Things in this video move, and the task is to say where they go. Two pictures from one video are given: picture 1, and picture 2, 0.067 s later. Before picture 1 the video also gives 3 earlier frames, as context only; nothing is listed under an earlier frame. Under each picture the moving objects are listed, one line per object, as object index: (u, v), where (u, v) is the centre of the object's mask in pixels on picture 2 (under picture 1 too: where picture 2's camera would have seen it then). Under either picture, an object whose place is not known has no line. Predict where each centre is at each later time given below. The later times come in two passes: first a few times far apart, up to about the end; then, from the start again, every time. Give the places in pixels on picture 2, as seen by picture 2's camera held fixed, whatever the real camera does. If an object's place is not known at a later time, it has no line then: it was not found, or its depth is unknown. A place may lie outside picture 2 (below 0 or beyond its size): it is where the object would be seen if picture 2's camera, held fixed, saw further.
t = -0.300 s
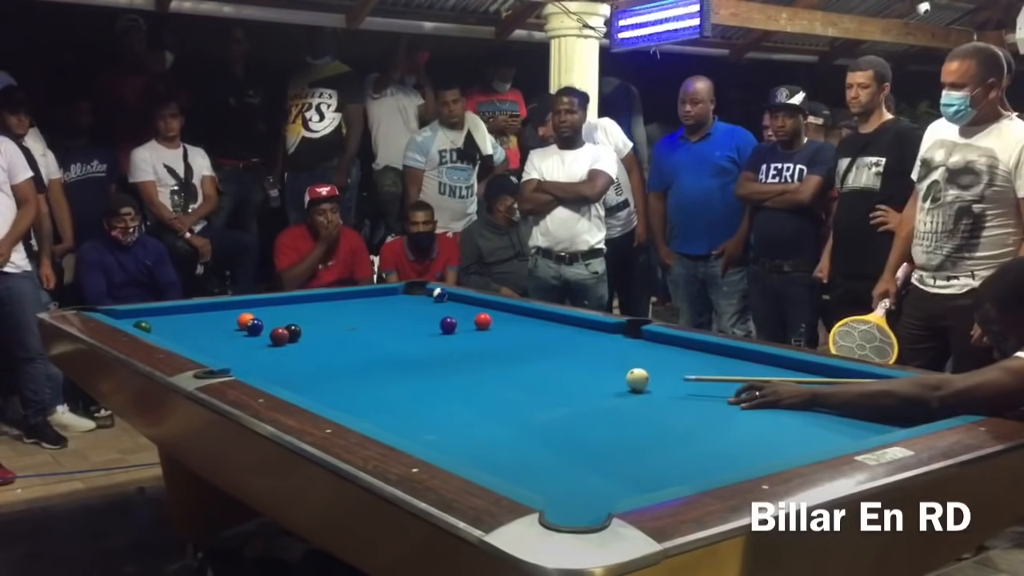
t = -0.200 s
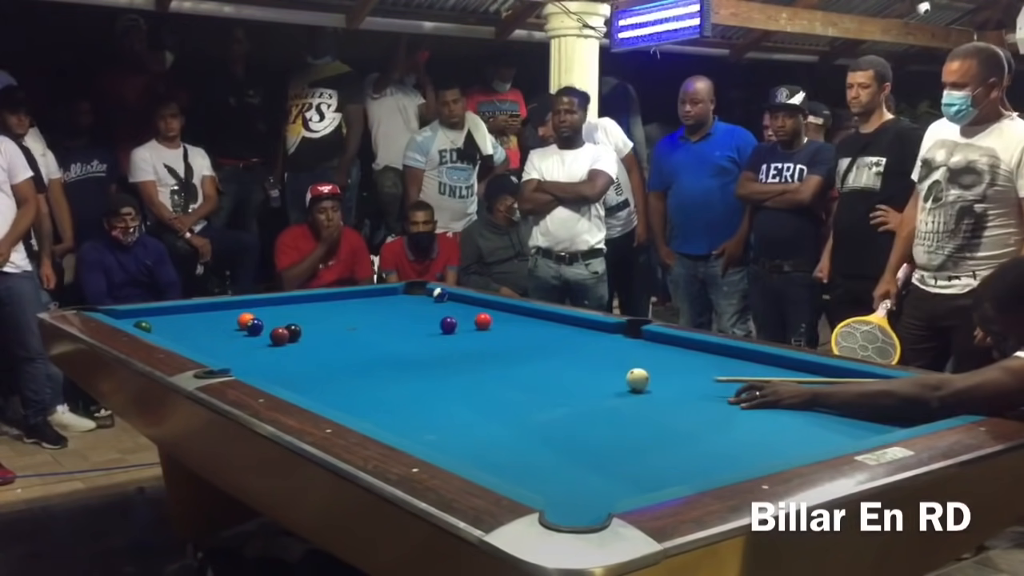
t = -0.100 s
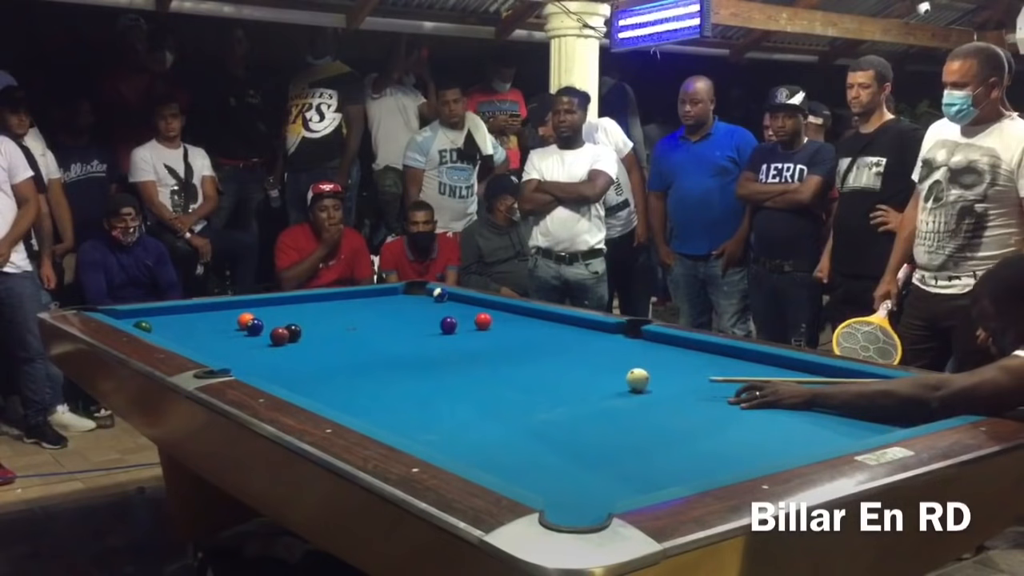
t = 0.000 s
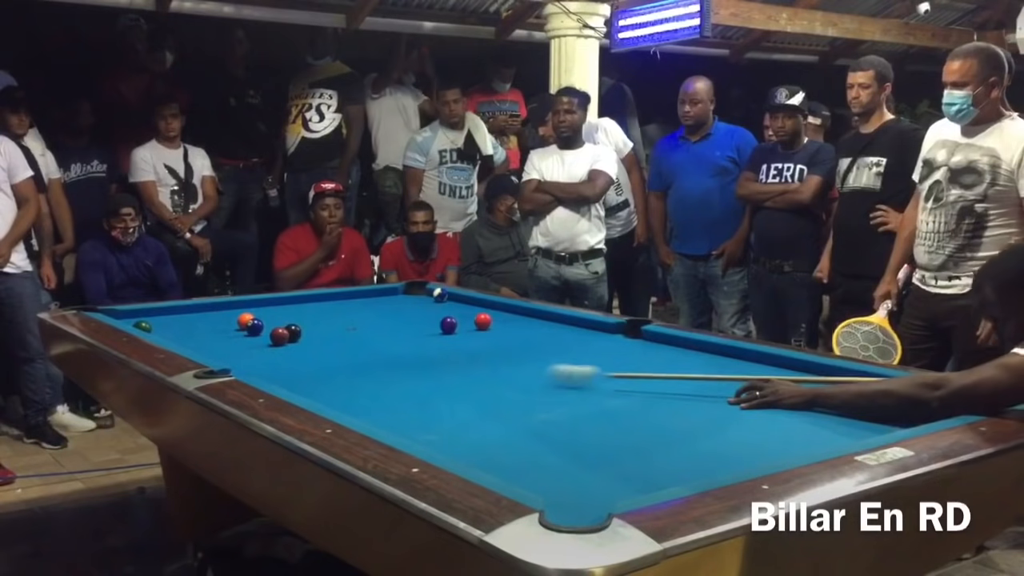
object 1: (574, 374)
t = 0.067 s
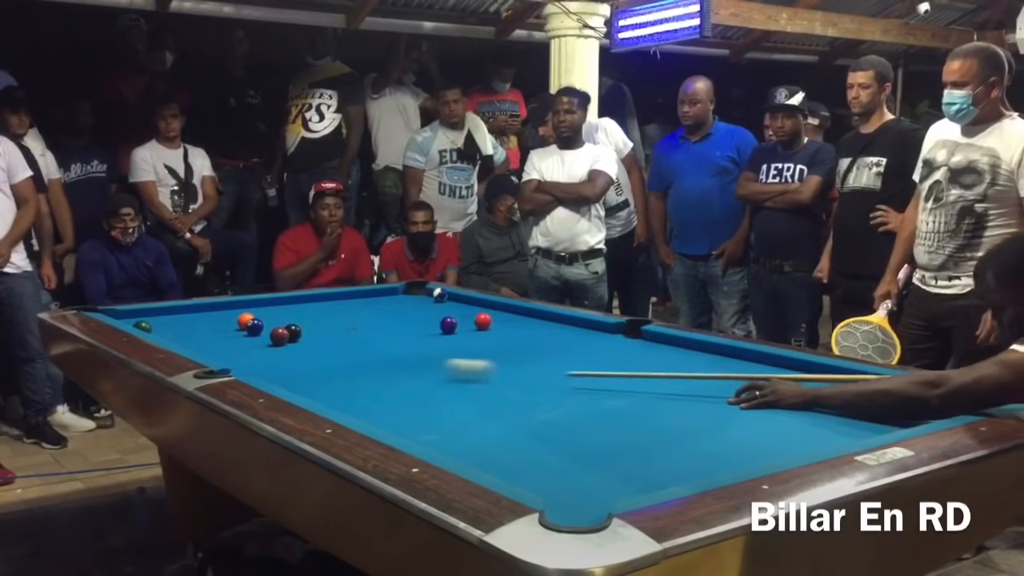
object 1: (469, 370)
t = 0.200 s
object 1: (290, 359)
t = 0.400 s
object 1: (231, 337)
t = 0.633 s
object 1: (216, 323)
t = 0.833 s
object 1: (194, 314)
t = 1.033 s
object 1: (185, 308)
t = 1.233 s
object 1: (231, 309)
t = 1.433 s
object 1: (276, 311)
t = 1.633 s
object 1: (320, 312)
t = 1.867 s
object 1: (370, 313)
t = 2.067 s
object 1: (412, 314)
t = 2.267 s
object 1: (454, 313)
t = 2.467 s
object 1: (496, 316)
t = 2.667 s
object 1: (535, 318)
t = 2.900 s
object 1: (564, 320)
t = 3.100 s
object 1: (562, 324)
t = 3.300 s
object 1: (559, 328)
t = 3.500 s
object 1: (556, 332)
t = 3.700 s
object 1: (553, 335)
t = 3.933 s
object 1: (549, 339)
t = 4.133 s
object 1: (546, 343)
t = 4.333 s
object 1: (543, 346)
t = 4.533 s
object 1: (540, 349)
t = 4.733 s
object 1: (537, 352)
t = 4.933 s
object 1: (534, 355)
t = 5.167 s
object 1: (531, 358)
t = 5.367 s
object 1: (528, 361)
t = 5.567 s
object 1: (525, 363)
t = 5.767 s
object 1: (522, 365)
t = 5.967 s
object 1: (520, 366)
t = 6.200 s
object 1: (518, 368)
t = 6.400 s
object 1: (517, 369)
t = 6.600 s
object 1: (516, 370)
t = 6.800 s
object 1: (516, 370)
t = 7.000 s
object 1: (516, 370)
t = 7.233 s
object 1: (516, 370)
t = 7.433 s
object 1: (516, 370)
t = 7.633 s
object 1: (516, 370)
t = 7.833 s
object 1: (516, 370)
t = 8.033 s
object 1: (516, 370)
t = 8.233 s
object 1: (516, 370)
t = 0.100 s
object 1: (421, 367)
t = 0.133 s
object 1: (374, 364)
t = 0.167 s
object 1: (331, 361)
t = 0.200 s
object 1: (290, 359)
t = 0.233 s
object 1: (249, 357)
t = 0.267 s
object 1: (212, 351)
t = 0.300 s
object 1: (207, 348)
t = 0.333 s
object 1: (216, 345)
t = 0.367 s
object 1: (224, 341)
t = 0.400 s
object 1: (231, 337)
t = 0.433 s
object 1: (236, 333)
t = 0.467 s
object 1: (240, 330)
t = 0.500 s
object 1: (236, 328)
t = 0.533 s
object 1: (229, 327)
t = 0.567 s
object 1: (224, 326)
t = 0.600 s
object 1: (219, 324)
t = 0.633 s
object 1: (216, 323)
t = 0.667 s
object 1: (212, 322)
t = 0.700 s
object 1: (208, 320)
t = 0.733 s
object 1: (205, 319)
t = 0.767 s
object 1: (201, 317)
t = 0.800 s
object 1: (197, 316)
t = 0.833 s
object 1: (194, 314)
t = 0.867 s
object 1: (191, 313)
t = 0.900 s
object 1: (187, 312)
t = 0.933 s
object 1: (184, 311)
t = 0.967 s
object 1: (181, 310)
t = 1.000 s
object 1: (179, 309)
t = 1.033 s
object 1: (185, 308)
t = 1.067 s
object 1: (193, 308)
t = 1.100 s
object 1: (200, 309)
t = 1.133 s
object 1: (208, 309)
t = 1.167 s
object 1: (216, 309)
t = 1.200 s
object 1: (223, 309)
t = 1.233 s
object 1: (231, 309)
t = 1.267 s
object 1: (238, 309)
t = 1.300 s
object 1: (246, 308)
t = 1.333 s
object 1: (254, 309)
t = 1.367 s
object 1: (261, 310)
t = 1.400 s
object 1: (268, 311)
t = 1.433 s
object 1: (276, 311)
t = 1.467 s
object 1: (283, 311)
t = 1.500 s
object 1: (290, 311)
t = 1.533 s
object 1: (297, 311)
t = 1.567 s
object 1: (305, 312)
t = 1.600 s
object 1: (312, 312)
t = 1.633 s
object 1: (320, 312)
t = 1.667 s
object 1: (327, 312)
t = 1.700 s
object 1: (334, 312)
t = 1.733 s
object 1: (341, 313)
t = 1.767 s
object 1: (348, 313)
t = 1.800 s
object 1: (355, 313)
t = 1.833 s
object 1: (363, 313)
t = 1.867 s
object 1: (370, 313)
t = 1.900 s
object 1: (377, 314)
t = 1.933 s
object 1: (384, 314)
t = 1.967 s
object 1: (391, 314)
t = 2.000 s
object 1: (398, 314)
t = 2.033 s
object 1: (405, 314)
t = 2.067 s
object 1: (412, 314)
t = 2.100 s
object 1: (419, 315)
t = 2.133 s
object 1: (426, 315)
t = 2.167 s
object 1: (433, 315)
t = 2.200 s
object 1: (439, 314)
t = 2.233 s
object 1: (447, 313)
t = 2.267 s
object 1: (454, 313)
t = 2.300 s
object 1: (462, 315)
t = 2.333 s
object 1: (468, 316)
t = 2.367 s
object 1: (473, 315)
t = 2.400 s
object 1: (479, 312)
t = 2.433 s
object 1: (491, 314)
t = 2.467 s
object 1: (496, 316)
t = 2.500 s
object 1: (502, 317)
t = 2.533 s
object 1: (508, 317)
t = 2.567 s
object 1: (515, 317)
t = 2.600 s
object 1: (522, 317)
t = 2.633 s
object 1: (529, 317)
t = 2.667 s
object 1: (535, 318)
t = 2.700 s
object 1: (541, 318)
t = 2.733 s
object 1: (548, 318)
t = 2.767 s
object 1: (555, 318)
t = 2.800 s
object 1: (562, 318)
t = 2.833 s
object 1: (565, 319)
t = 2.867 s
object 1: (564, 320)
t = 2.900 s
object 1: (564, 320)
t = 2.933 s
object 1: (564, 321)
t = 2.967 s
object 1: (563, 321)
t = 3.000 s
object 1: (563, 322)
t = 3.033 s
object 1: (563, 323)
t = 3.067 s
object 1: (562, 323)
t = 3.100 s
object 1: (562, 324)
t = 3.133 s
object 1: (561, 325)
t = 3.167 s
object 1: (561, 325)
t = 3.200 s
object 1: (560, 326)
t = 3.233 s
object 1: (560, 327)
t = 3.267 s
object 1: (560, 327)
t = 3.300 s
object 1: (559, 328)
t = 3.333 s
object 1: (558, 329)
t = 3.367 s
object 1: (558, 329)
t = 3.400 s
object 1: (558, 330)
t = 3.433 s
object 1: (557, 331)
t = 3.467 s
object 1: (556, 331)
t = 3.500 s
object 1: (556, 332)
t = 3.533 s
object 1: (555, 332)
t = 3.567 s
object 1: (555, 333)
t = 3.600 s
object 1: (554, 333)
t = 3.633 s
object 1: (554, 334)
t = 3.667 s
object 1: (554, 335)
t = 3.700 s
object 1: (553, 335)
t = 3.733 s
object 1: (553, 336)
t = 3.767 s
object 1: (552, 337)
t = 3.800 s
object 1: (551, 337)
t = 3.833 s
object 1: (551, 337)
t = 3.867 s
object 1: (550, 338)
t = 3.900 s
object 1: (550, 339)
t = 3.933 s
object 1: (549, 339)
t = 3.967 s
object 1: (549, 340)
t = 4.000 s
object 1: (548, 341)
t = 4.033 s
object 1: (548, 341)
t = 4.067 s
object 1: (547, 342)
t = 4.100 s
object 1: (547, 342)
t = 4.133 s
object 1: (546, 343)
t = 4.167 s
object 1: (546, 343)
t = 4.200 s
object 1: (545, 344)
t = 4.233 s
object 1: (545, 345)
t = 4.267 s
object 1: (544, 345)
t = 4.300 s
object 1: (544, 346)
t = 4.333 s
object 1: (543, 346)
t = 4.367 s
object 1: (543, 347)
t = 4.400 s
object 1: (542, 347)
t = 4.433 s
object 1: (542, 348)
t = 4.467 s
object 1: (541, 348)
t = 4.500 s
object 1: (541, 349)
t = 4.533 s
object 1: (540, 349)
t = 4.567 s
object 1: (540, 350)
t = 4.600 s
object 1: (539, 350)
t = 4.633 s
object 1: (538, 351)
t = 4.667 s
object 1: (538, 351)
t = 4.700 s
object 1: (538, 352)
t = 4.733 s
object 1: (537, 352)
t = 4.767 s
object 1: (537, 353)
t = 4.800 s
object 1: (536, 353)
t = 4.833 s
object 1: (535, 354)
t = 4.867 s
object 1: (535, 354)
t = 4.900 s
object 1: (534, 355)
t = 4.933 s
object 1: (534, 355)
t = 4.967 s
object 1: (534, 356)
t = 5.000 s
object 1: (533, 356)
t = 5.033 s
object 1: (532, 357)
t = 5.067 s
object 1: (532, 357)
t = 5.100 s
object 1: (532, 357)
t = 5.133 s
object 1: (531, 358)
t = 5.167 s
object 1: (531, 358)
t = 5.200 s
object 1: (530, 359)
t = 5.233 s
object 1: (530, 359)
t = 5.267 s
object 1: (529, 359)
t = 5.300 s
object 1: (529, 360)
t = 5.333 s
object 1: (528, 360)
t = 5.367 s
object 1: (528, 361)
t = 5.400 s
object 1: (527, 361)
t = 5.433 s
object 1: (527, 362)
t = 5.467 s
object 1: (526, 362)
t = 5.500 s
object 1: (526, 362)
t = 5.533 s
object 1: (525, 363)
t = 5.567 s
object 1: (525, 363)
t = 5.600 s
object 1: (524, 363)
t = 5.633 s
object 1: (524, 363)
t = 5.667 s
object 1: (524, 364)
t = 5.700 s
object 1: (523, 364)
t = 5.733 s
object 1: (523, 364)
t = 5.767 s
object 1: (522, 365)
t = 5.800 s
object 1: (522, 365)
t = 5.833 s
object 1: (521, 365)
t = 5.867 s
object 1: (521, 365)
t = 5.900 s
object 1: (521, 366)
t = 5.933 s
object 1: (520, 366)
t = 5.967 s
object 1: (520, 366)
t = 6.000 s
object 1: (520, 367)
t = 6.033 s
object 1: (520, 367)
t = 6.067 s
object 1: (519, 367)
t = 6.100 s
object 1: (519, 367)
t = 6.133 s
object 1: (519, 368)
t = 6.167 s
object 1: (518, 368)
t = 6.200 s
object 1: (518, 368)
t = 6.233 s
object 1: (518, 368)
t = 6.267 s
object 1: (518, 369)
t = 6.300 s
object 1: (518, 369)
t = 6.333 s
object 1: (517, 369)
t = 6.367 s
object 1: (517, 369)
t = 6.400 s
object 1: (517, 369)
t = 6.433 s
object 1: (517, 369)
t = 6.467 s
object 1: (517, 369)
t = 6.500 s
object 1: (517, 369)
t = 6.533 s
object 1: (516, 369)
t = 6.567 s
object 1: (516, 370)
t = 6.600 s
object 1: (516, 370)
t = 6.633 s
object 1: (516, 370)
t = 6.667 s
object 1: (516, 370)
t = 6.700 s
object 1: (516, 370)
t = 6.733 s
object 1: (516, 370)
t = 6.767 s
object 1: (516, 370)
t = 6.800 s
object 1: (516, 370)
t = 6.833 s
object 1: (516, 370)
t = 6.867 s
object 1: (516, 370)
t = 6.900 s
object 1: (516, 370)
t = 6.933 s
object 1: (516, 370)
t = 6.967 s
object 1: (516, 370)
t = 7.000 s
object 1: (516, 370)
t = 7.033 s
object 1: (516, 370)
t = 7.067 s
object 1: (516, 370)
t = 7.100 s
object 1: (516, 370)
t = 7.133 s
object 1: (516, 370)
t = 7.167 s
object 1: (516, 370)
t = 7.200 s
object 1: (516, 370)
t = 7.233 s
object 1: (516, 370)
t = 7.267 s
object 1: (516, 370)
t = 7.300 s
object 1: (516, 370)
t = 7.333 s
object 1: (516, 370)
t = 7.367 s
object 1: (516, 370)
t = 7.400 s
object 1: (516, 370)
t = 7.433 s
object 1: (516, 370)
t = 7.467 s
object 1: (516, 370)
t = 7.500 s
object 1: (516, 370)
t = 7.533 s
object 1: (516, 370)
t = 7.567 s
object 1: (516, 370)
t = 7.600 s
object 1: (516, 370)
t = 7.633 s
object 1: (516, 370)
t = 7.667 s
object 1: (516, 370)
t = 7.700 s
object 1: (516, 370)
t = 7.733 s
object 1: (516, 370)
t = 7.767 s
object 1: (516, 370)
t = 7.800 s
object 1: (516, 370)
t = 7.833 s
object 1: (516, 370)
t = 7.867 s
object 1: (516, 370)
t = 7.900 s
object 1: (516, 370)
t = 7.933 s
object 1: (516, 370)
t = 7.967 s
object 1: (516, 370)
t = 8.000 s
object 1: (516, 370)
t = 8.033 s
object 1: (516, 370)
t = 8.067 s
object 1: (516, 370)
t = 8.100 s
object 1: (516, 370)
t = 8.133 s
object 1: (516, 370)
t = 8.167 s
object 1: (516, 370)
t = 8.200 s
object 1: (516, 370)
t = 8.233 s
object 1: (516, 370)
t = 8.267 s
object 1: (516, 370)
